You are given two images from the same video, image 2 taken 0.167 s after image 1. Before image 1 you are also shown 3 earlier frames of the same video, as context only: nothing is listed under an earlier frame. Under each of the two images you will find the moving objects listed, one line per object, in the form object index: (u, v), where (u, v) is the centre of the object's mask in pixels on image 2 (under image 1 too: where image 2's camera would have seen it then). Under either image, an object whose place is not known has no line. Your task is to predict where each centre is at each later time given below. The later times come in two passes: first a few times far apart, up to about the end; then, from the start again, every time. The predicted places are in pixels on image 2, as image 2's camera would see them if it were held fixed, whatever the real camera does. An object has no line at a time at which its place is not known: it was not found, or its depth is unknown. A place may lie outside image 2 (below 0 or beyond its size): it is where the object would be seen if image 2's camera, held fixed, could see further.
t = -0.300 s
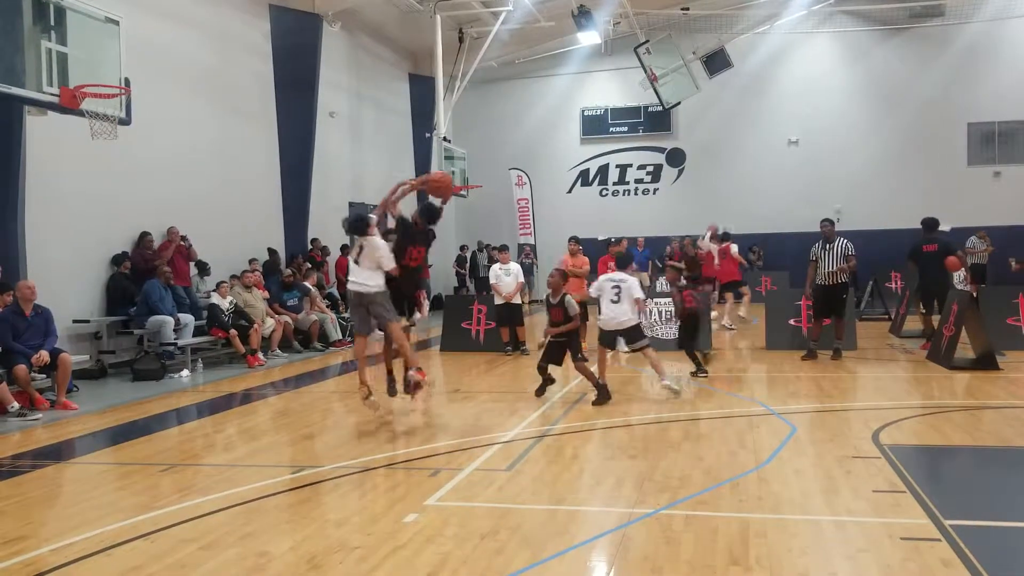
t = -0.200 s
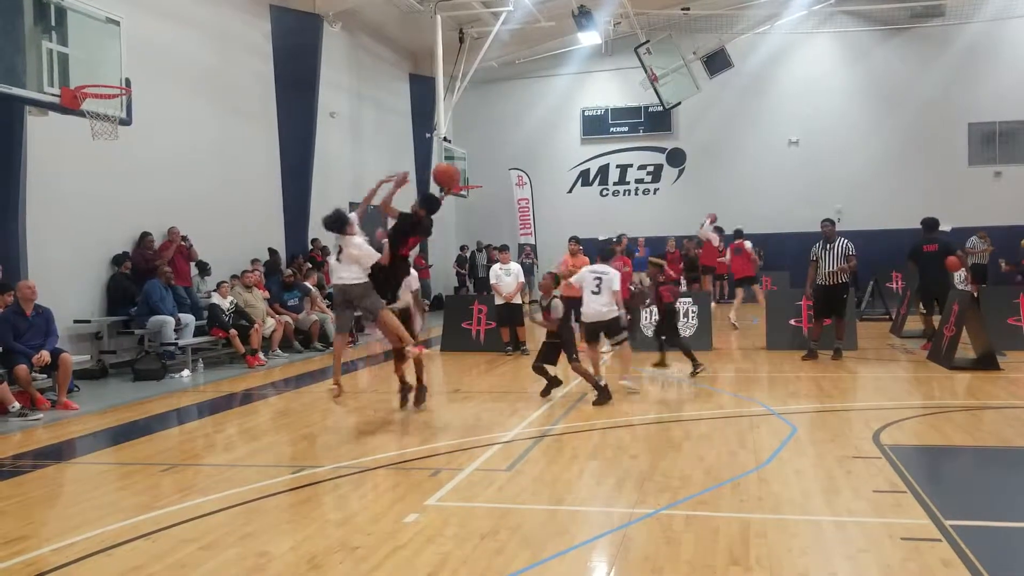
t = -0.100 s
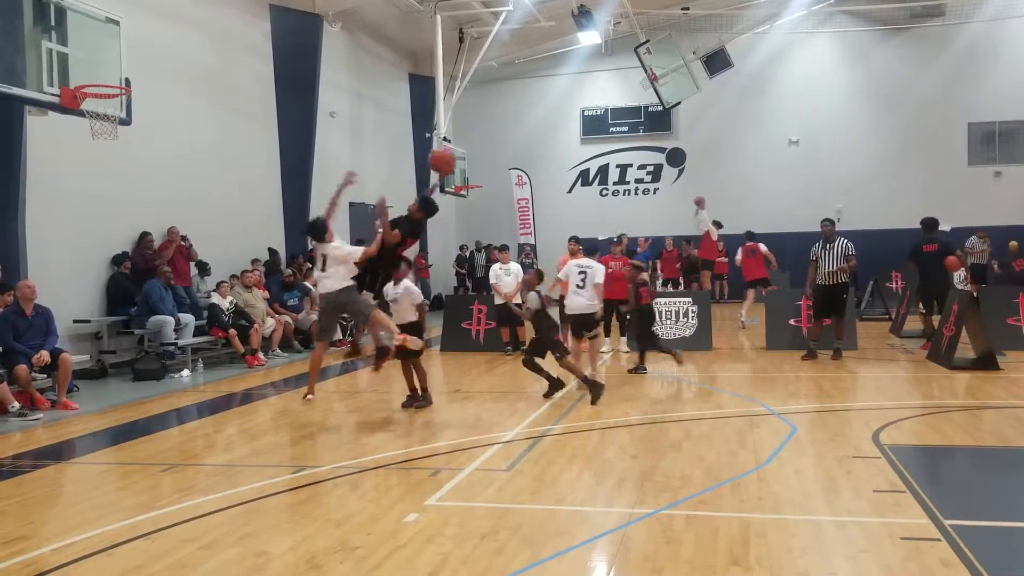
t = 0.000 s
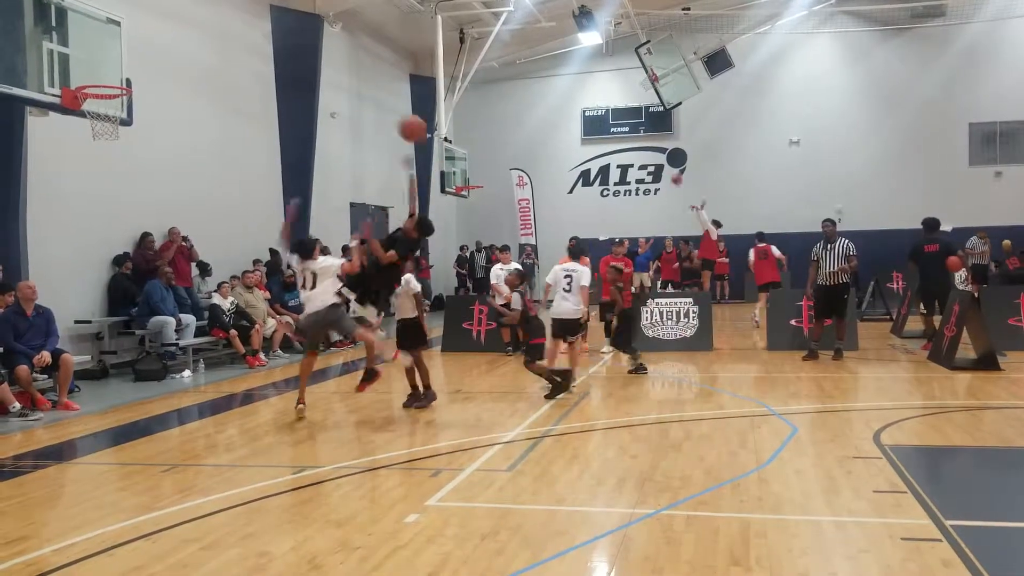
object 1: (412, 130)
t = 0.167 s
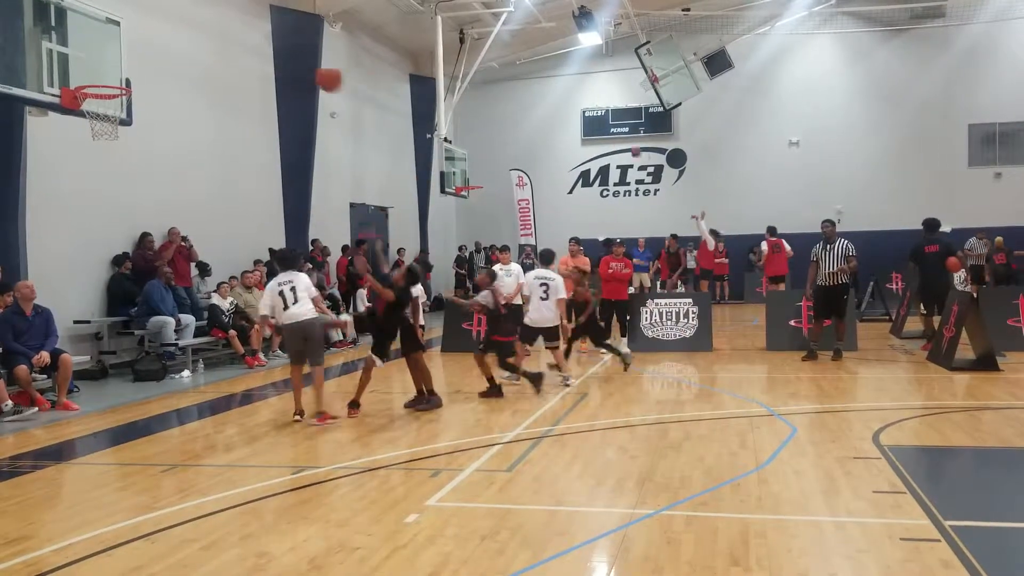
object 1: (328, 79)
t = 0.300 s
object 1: (265, 60)
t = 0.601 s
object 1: (143, 80)
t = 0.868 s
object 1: (236, 71)
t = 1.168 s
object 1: (337, 147)
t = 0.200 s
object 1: (313, 72)
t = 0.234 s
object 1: (297, 67)
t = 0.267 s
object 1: (282, 63)
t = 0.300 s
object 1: (265, 60)
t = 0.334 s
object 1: (249, 59)
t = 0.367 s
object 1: (234, 58)
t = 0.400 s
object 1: (218, 59)
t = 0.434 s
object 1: (203, 61)
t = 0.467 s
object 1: (188, 63)
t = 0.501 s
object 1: (173, 67)
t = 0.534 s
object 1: (158, 73)
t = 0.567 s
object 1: (144, 79)
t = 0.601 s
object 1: (143, 80)
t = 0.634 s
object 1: (154, 75)
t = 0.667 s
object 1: (166, 71)
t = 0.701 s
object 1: (178, 68)
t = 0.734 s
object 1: (189, 66)
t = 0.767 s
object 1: (201, 66)
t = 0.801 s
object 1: (213, 66)
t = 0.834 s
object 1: (224, 68)
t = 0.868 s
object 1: (236, 71)
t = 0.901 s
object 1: (248, 75)
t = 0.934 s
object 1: (259, 80)
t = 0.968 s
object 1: (271, 86)
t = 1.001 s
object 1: (282, 93)
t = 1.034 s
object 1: (293, 102)
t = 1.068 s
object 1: (304, 111)
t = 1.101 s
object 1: (315, 122)
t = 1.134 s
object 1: (327, 134)
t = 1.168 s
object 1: (337, 147)
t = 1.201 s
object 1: (348, 160)
